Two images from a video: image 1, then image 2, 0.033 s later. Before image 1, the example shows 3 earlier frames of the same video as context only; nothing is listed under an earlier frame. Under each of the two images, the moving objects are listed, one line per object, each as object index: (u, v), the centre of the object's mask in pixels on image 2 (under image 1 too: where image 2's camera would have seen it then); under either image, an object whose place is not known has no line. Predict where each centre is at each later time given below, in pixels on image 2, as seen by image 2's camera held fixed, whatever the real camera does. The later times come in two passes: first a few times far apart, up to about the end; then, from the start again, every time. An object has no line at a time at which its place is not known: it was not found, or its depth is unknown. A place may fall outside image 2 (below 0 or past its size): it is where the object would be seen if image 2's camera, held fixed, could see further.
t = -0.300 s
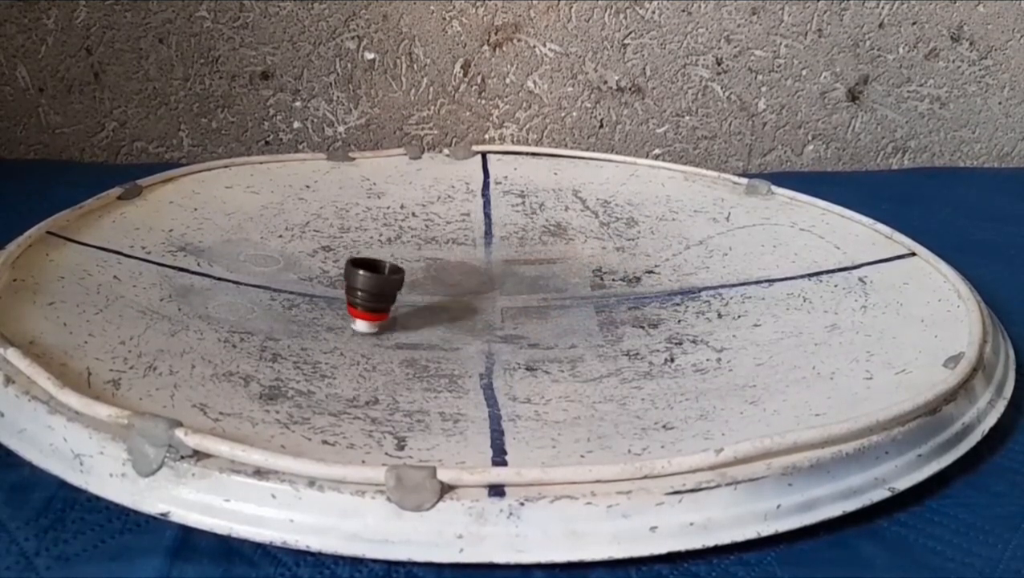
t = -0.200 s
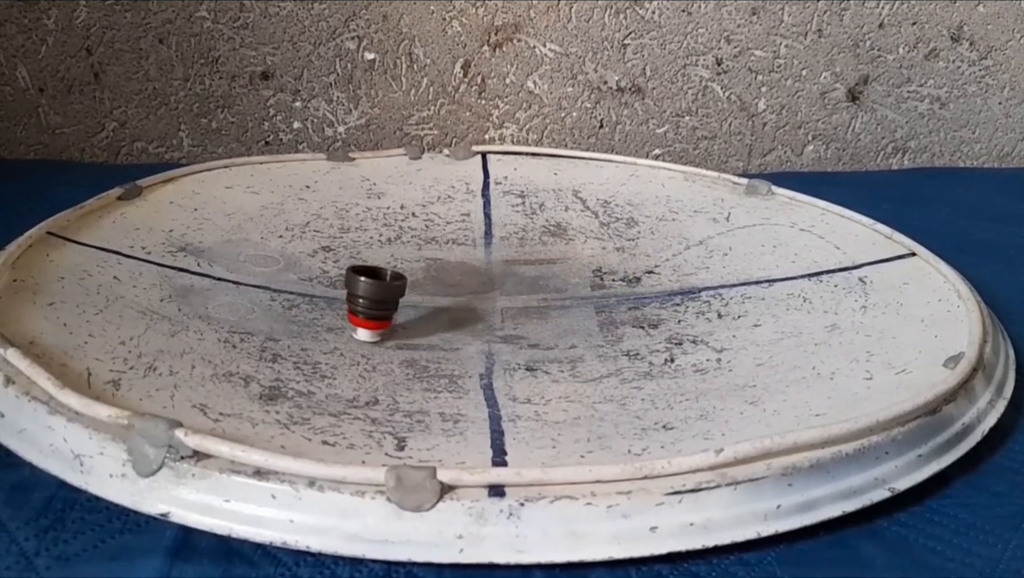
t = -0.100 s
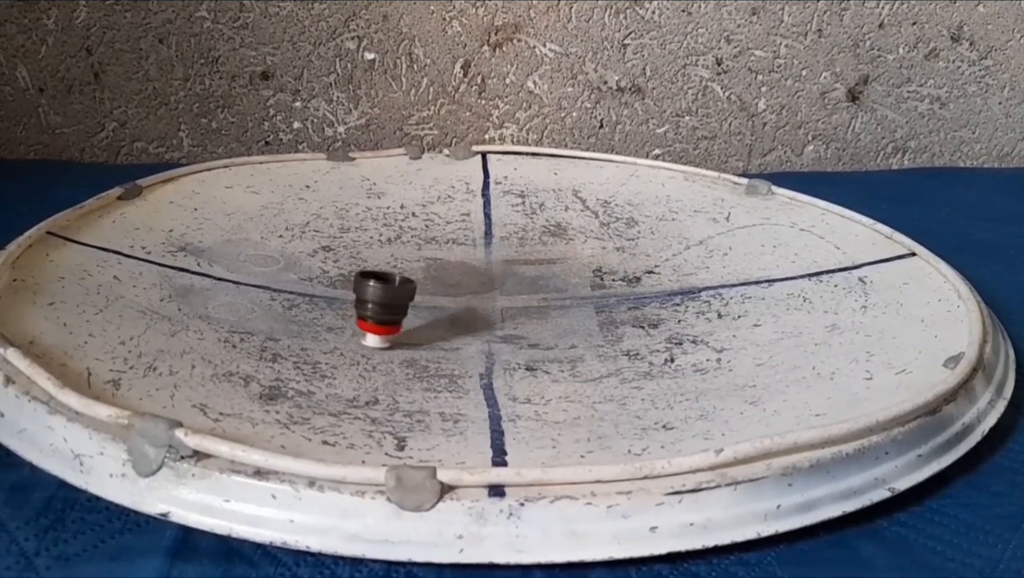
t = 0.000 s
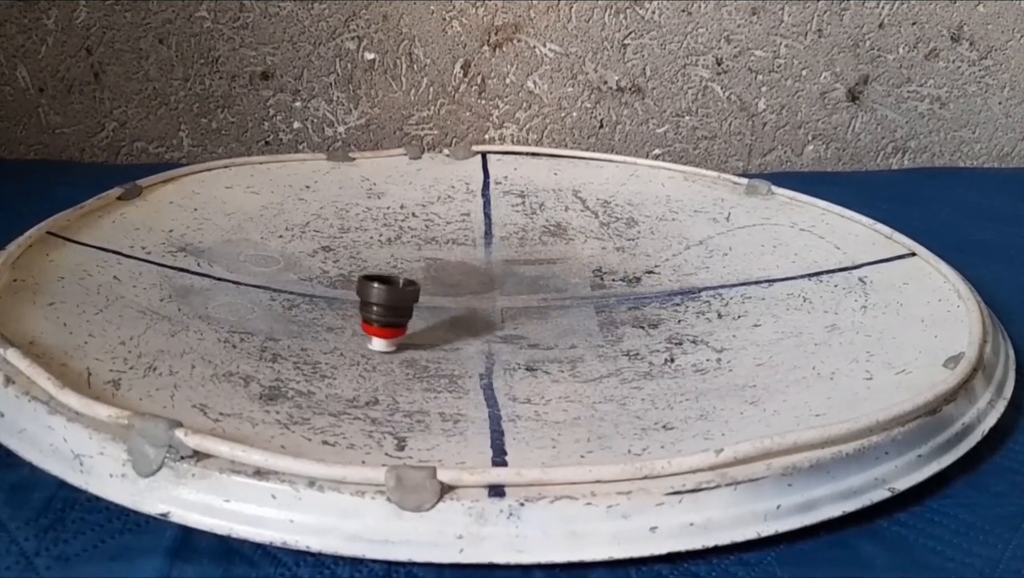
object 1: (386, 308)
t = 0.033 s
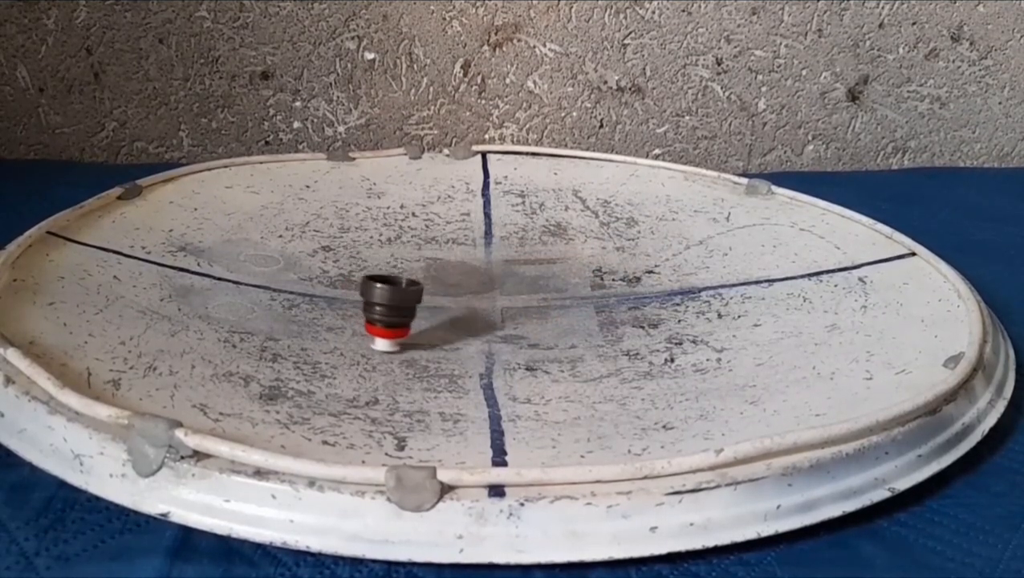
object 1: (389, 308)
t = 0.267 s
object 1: (437, 306)
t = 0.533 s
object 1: (496, 304)
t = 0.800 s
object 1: (551, 283)
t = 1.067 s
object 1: (570, 261)
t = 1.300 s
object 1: (567, 256)
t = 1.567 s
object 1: (553, 245)
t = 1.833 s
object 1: (518, 243)
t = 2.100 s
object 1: (460, 249)
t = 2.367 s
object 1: (412, 255)
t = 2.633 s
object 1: (373, 267)
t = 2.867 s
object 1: (357, 284)
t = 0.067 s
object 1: (395, 309)
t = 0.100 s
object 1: (403, 309)
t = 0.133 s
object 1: (410, 310)
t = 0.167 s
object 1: (416, 309)
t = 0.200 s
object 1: (423, 309)
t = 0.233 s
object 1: (430, 309)
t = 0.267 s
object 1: (437, 306)
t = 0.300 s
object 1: (444, 306)
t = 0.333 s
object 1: (451, 308)
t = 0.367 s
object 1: (459, 308)
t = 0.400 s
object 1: (468, 308)
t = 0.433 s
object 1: (476, 308)
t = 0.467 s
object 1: (482, 307)
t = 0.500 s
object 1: (489, 305)
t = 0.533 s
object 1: (496, 304)
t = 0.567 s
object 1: (504, 301)
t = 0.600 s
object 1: (511, 300)
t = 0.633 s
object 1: (522, 297)
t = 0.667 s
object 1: (529, 294)
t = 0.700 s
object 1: (536, 291)
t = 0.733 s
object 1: (542, 289)
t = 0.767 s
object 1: (546, 283)
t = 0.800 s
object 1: (551, 283)
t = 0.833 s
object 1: (555, 279)
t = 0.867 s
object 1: (559, 276)
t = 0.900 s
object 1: (561, 273)
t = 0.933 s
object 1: (563, 271)
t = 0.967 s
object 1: (565, 266)
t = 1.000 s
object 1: (567, 265)
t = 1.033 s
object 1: (568, 263)
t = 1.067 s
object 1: (570, 261)
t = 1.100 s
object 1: (570, 259)
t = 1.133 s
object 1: (570, 256)
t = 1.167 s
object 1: (570, 256)
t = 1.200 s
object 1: (569, 257)
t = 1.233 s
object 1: (569, 255)
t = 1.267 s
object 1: (568, 256)
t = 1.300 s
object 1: (567, 256)
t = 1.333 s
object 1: (566, 254)
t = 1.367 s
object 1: (564, 252)
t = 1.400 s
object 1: (563, 250)
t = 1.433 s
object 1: (561, 250)
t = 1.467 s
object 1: (559, 248)
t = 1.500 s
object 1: (558, 247)
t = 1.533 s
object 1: (557, 246)
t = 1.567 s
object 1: (553, 245)
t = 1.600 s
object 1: (549, 244)
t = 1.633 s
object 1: (544, 243)
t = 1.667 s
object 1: (540, 243)
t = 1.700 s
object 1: (536, 241)
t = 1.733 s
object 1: (532, 242)
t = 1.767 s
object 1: (529, 242)
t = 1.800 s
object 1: (524, 242)
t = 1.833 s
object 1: (518, 243)
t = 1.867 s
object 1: (513, 243)
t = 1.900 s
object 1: (506, 244)
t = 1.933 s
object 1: (498, 244)
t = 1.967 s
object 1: (488, 247)
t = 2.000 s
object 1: (480, 245)
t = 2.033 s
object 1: (473, 247)
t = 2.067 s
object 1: (466, 247)
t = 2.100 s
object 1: (460, 249)
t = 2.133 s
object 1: (453, 252)
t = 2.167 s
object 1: (447, 253)
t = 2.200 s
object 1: (441, 255)
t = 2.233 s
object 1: (433, 253)
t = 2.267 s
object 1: (424, 255)
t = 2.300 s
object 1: (421, 253)
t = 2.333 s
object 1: (417, 256)
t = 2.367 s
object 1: (412, 255)
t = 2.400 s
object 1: (407, 257)
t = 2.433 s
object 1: (403, 258)
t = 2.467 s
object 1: (398, 259)
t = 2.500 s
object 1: (391, 261)
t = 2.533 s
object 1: (385, 261)
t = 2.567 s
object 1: (380, 264)
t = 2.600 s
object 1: (377, 266)
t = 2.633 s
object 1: (373, 267)
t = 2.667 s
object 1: (368, 269)
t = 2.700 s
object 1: (363, 273)
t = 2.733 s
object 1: (359, 273)
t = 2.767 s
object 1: (357, 278)
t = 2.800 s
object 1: (356, 278)
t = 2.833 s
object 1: (356, 282)
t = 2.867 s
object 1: (357, 284)
